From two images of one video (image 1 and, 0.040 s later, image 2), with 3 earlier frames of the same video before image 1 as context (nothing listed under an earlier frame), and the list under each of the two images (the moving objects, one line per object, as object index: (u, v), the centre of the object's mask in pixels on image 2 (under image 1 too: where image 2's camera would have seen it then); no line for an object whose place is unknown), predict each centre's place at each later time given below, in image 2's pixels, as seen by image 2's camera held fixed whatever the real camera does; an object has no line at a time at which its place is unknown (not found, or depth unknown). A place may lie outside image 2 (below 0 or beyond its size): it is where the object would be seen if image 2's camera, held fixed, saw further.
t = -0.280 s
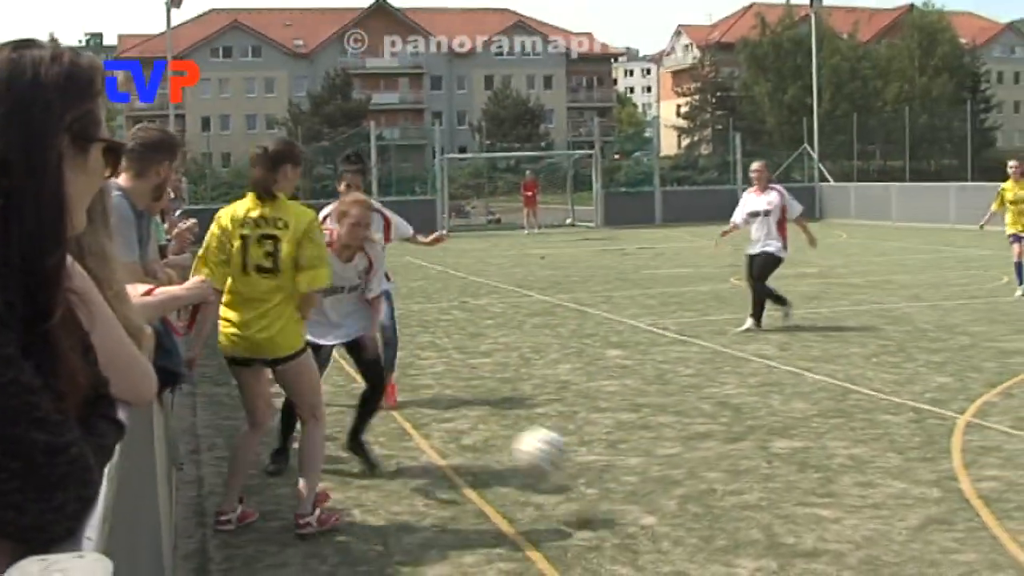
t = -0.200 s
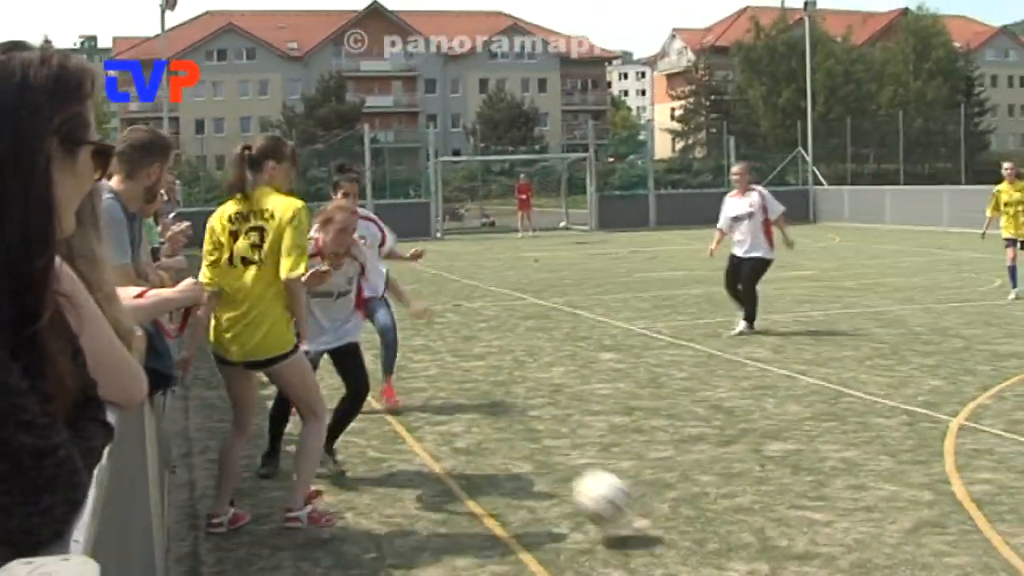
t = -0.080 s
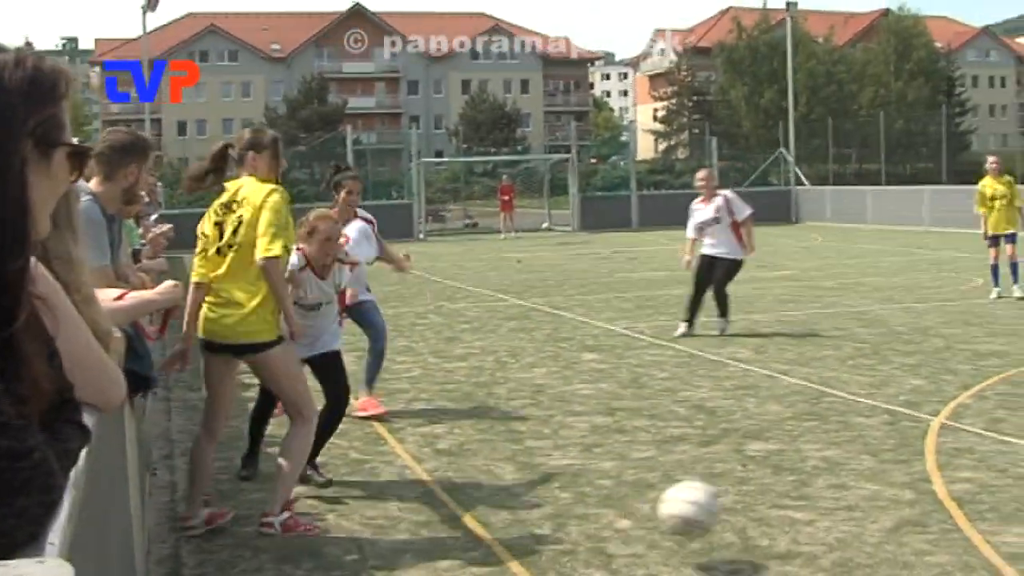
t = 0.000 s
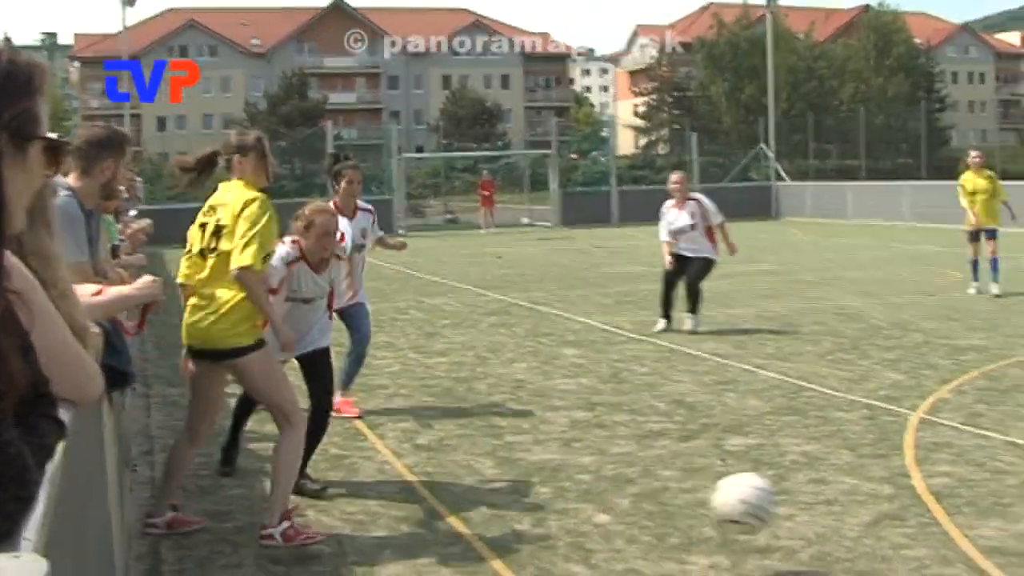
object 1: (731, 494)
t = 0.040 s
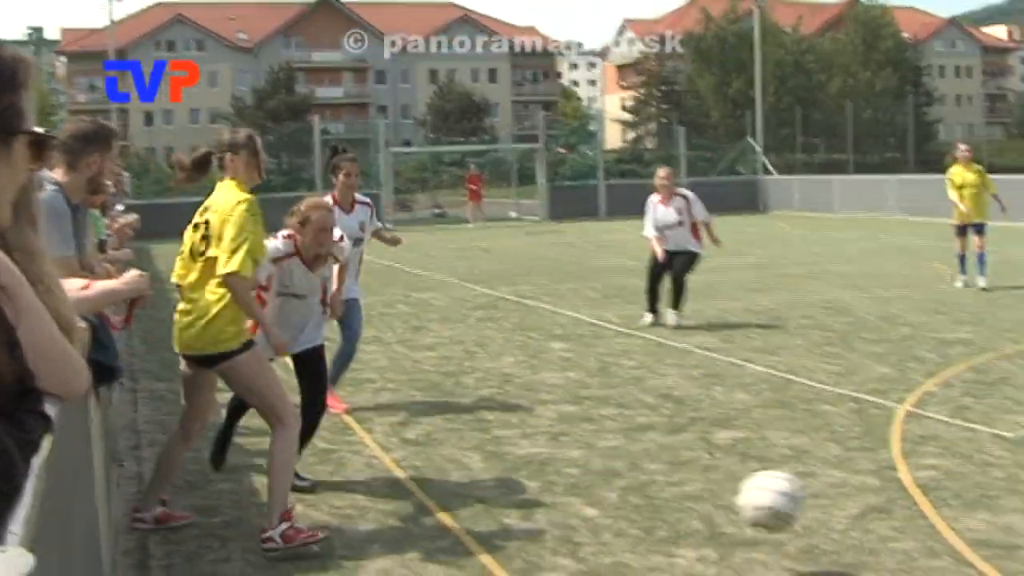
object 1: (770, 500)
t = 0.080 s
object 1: (813, 508)
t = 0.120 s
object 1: (858, 525)
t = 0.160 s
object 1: (904, 546)
